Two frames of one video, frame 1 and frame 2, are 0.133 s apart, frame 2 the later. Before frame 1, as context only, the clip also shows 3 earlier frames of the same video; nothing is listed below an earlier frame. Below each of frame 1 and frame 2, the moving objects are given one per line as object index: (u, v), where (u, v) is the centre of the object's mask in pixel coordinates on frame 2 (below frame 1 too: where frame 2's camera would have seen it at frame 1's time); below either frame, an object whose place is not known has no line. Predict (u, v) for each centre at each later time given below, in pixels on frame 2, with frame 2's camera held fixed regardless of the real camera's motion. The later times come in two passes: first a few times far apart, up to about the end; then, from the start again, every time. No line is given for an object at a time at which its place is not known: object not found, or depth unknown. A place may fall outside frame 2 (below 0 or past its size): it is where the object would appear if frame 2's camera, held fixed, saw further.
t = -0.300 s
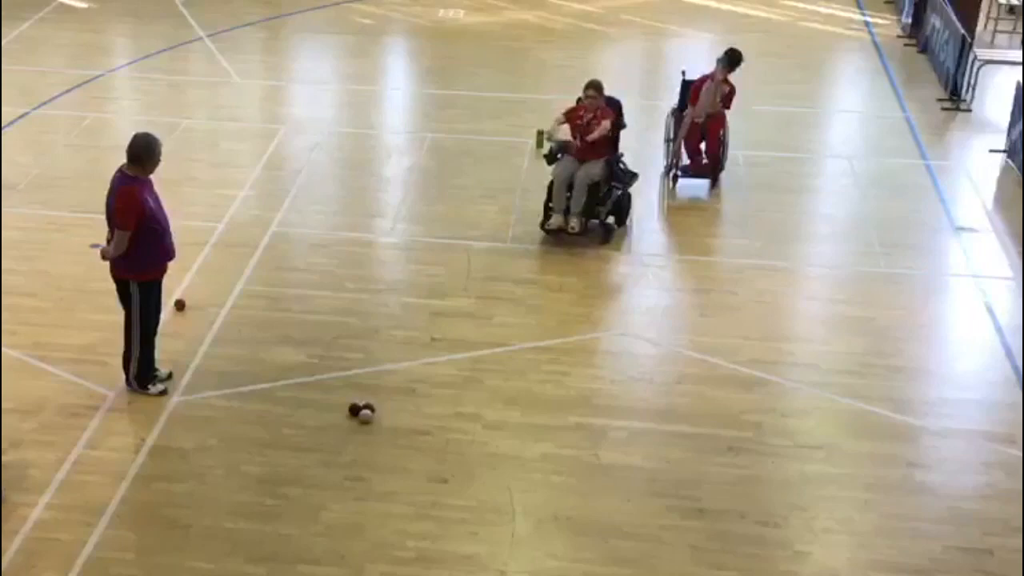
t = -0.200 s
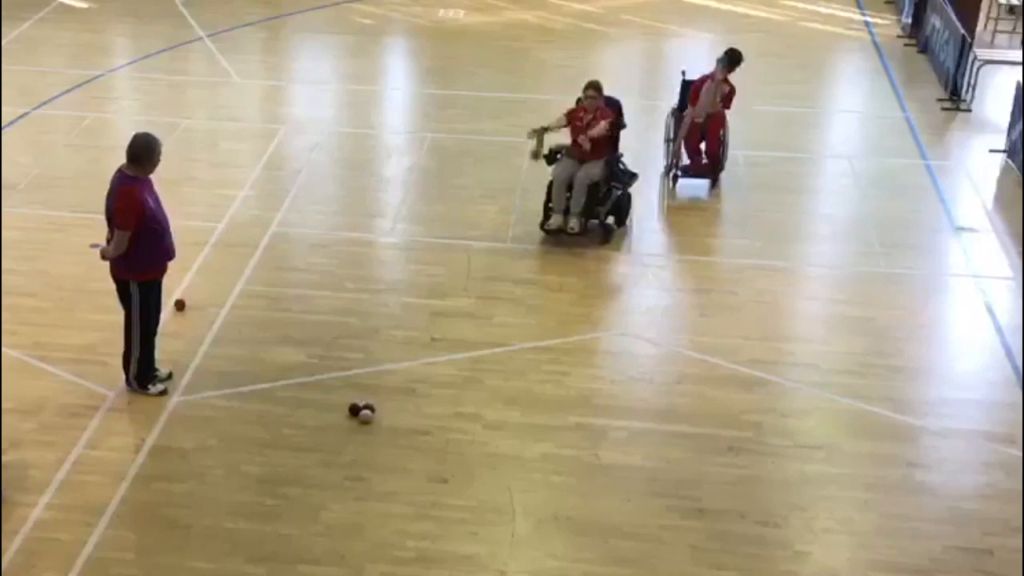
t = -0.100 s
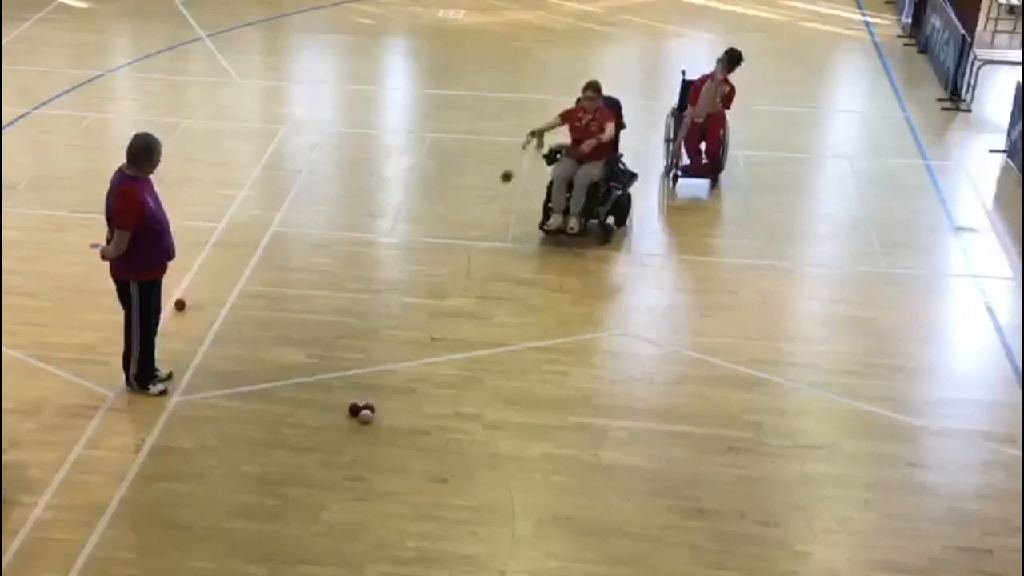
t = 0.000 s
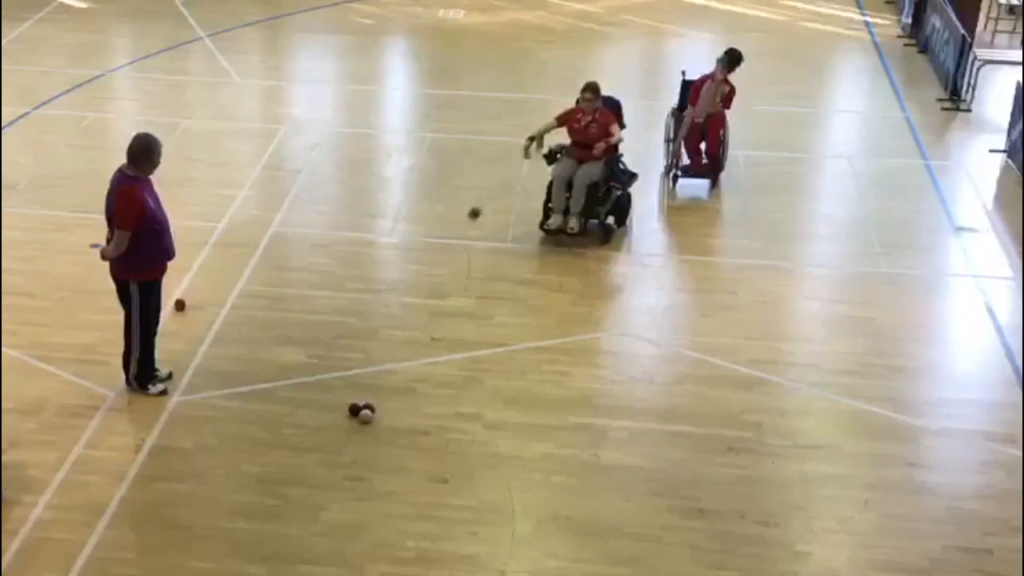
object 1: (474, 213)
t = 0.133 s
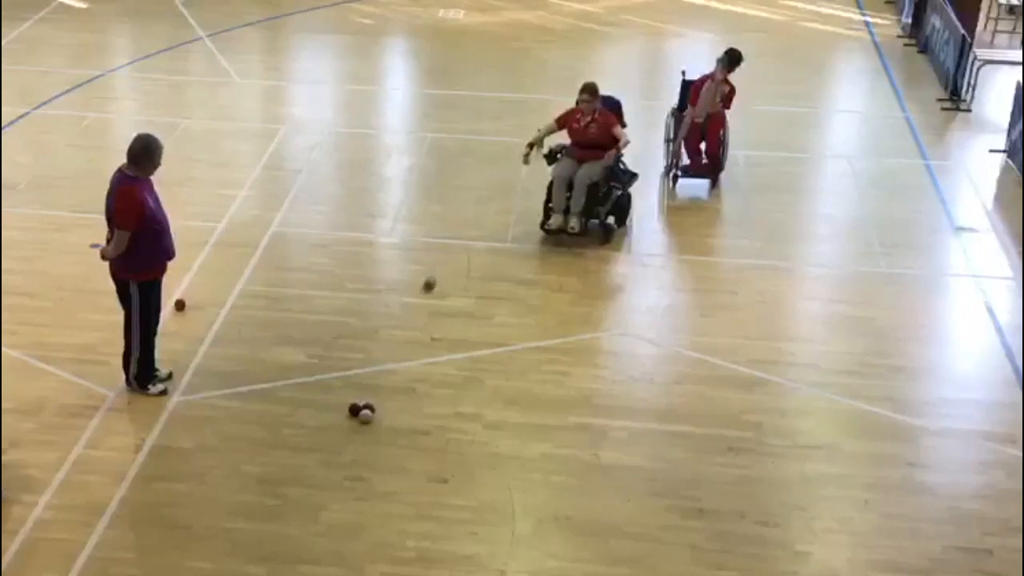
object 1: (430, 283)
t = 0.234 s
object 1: (392, 359)
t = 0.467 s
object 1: (335, 459)
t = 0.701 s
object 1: (289, 532)
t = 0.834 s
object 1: (264, 567)
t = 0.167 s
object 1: (417, 308)
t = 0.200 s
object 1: (404, 333)
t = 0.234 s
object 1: (392, 359)
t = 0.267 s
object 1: (378, 389)
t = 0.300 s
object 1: (366, 421)
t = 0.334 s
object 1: (361, 429)
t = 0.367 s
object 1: (355, 432)
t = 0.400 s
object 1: (350, 438)
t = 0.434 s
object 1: (342, 448)
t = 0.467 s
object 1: (335, 459)
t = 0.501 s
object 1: (329, 471)
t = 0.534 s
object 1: (322, 484)
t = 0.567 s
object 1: (315, 494)
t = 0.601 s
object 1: (309, 502)
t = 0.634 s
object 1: (303, 513)
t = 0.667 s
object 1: (297, 523)
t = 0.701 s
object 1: (289, 532)
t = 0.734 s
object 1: (283, 541)
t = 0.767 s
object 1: (278, 551)
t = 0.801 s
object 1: (270, 559)
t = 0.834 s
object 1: (264, 567)
